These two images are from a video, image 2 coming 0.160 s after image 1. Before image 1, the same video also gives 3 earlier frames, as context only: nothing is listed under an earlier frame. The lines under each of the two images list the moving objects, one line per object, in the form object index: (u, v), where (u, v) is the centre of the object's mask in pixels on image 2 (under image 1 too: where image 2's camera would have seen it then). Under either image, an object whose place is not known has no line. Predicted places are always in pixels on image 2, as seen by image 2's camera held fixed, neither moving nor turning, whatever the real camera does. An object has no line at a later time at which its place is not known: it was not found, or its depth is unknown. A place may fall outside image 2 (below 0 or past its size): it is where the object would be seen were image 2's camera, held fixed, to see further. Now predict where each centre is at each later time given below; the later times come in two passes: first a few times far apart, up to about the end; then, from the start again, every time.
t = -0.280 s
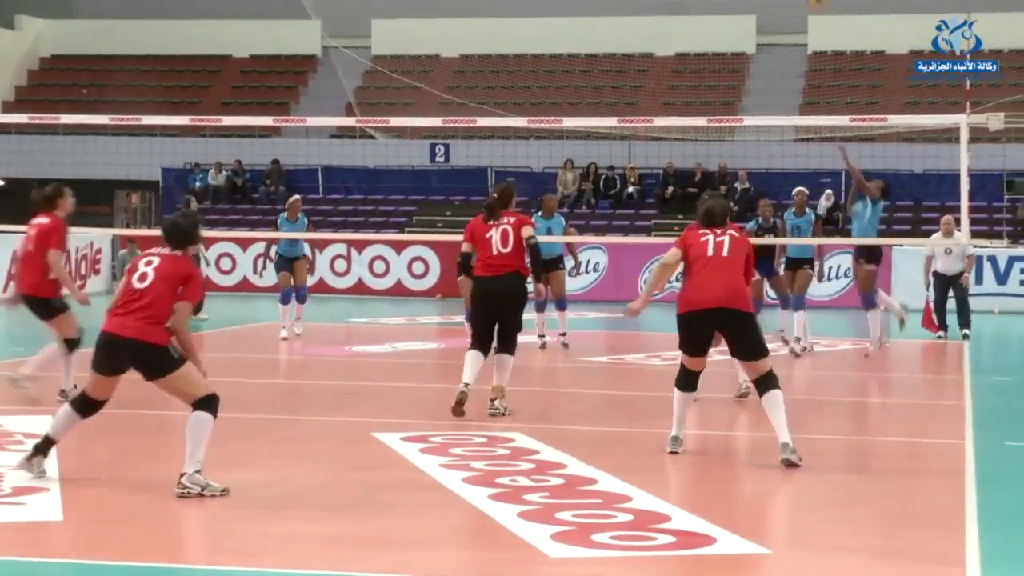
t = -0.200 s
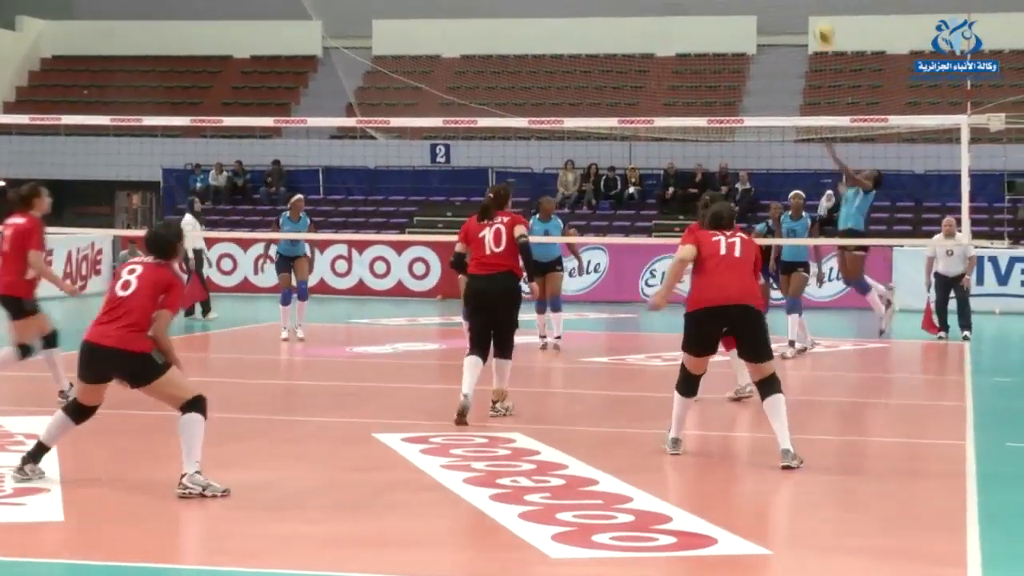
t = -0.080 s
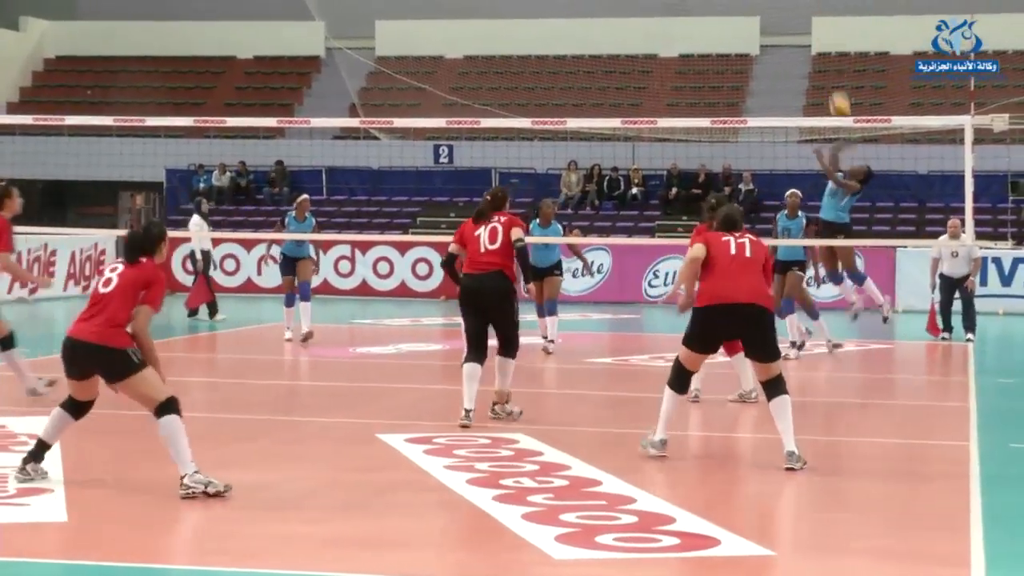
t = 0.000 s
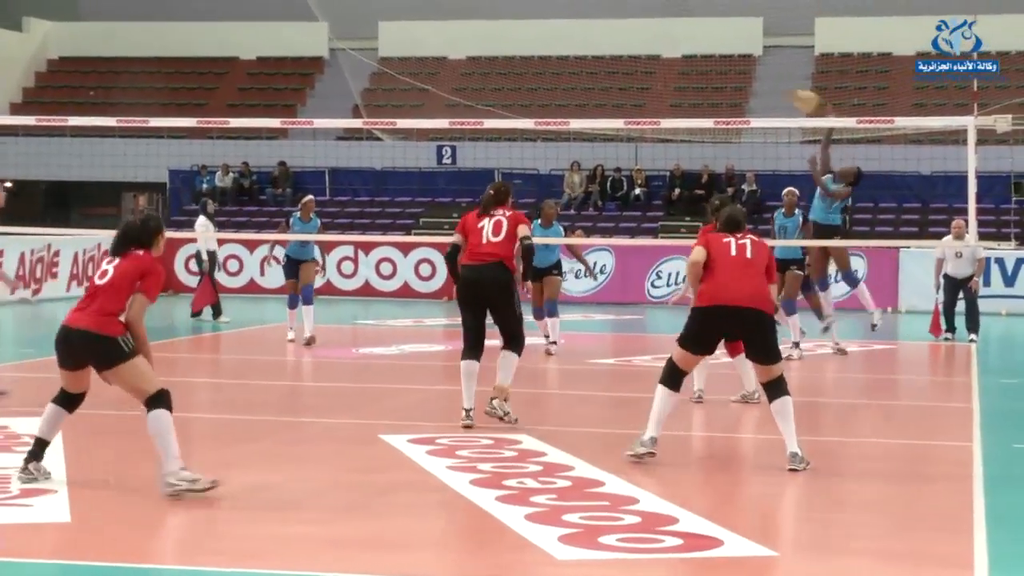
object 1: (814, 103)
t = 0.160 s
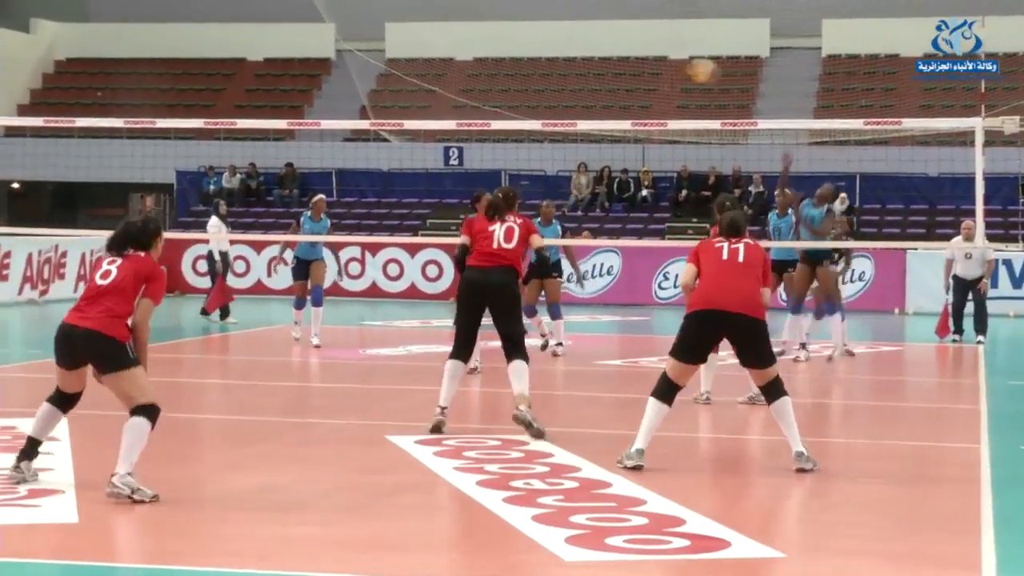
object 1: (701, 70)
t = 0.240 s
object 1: (640, 64)
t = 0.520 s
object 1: (383, 123)
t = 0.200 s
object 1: (673, 66)
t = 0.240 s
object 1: (640, 64)
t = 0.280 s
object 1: (607, 66)
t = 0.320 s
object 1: (574, 70)
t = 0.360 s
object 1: (539, 75)
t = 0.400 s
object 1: (503, 81)
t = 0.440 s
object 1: (459, 95)
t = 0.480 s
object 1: (423, 106)
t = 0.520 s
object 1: (383, 123)
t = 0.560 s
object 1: (333, 145)
